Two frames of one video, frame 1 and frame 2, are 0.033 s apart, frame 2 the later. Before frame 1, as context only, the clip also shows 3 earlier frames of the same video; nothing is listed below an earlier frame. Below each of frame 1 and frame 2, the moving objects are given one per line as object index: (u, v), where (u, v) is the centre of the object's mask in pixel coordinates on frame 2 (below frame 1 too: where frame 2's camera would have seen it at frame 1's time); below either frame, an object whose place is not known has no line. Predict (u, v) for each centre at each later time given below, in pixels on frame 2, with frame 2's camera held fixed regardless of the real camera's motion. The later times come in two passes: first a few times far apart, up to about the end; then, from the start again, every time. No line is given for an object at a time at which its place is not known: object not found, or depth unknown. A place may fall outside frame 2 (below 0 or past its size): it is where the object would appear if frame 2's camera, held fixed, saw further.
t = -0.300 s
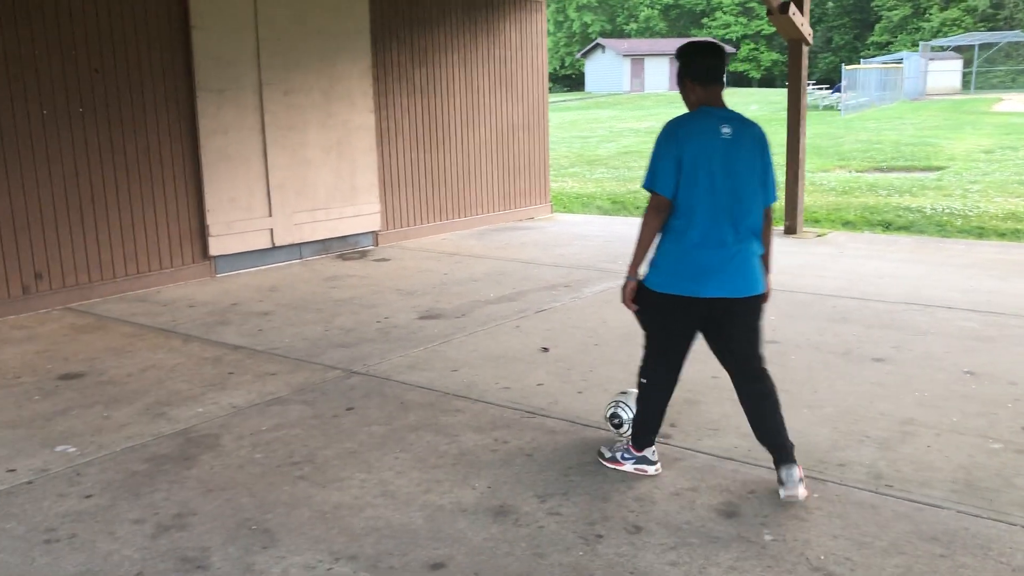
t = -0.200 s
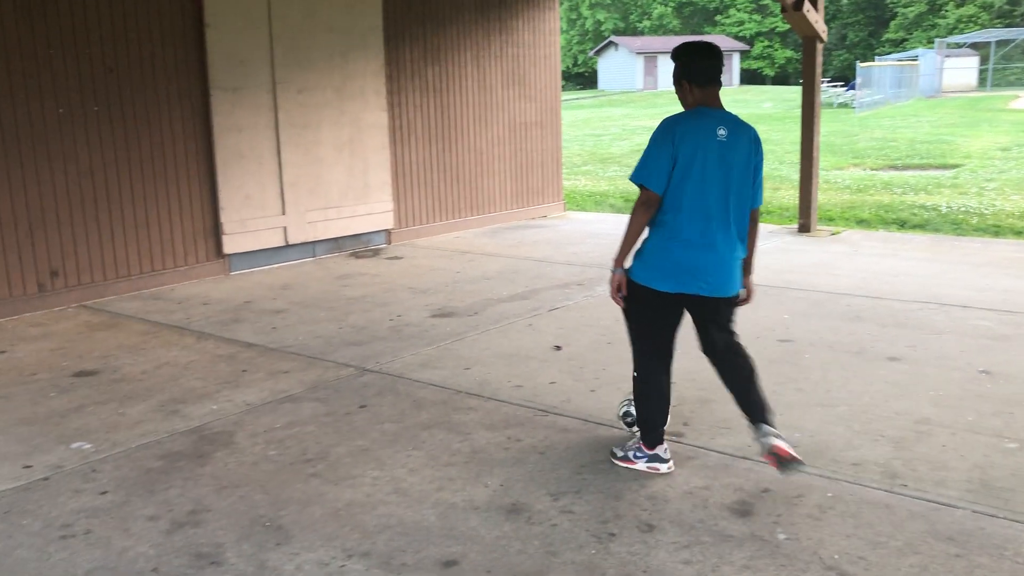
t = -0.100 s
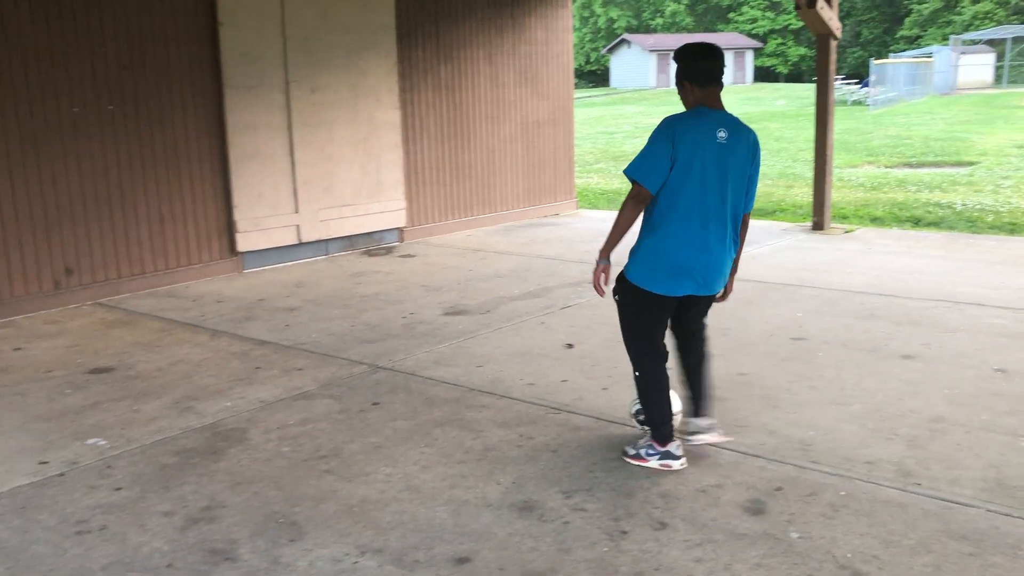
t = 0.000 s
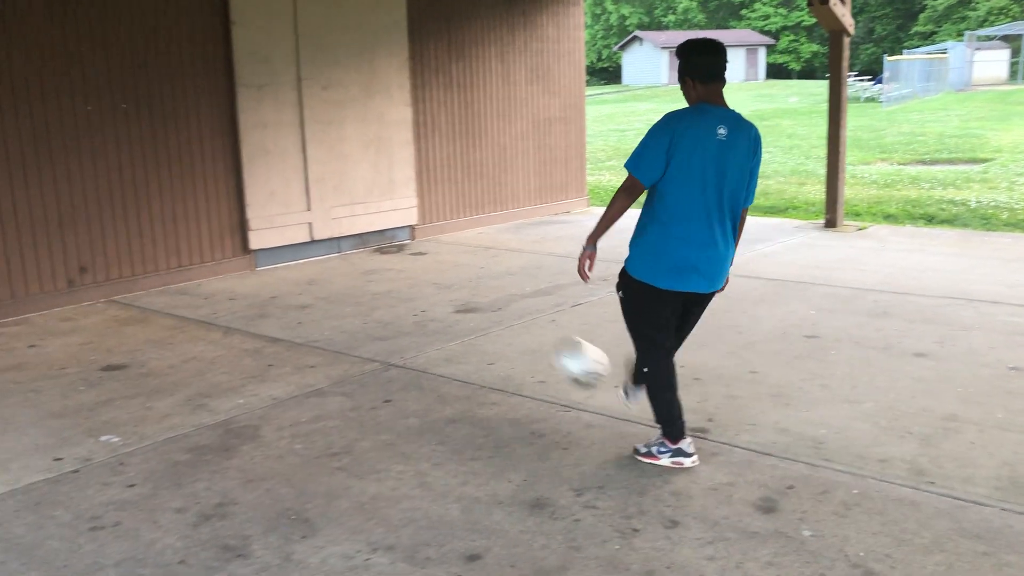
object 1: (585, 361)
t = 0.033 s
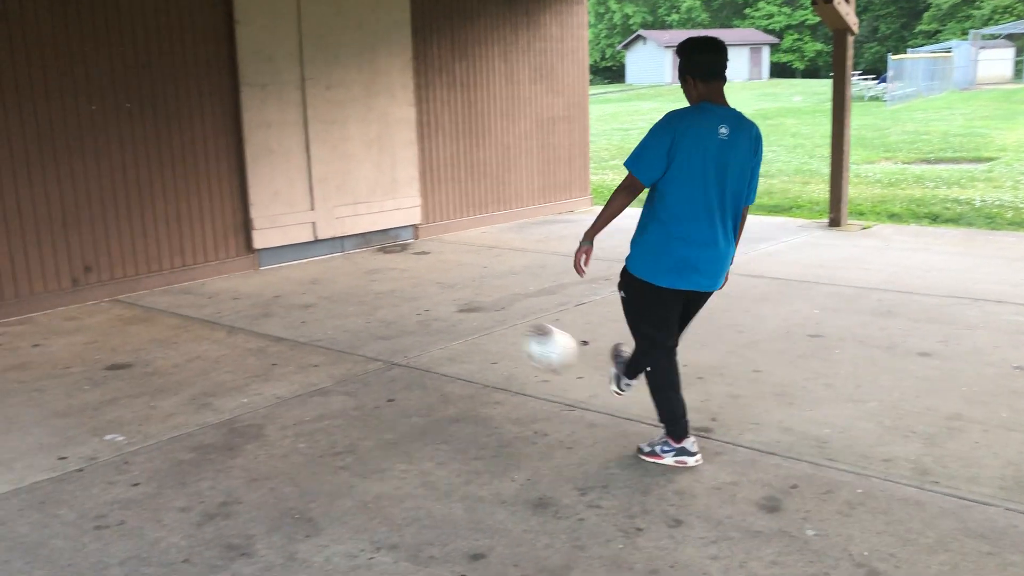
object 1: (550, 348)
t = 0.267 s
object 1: (374, 320)
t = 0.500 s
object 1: (269, 290)
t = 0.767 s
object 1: (193, 269)
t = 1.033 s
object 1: (278, 263)
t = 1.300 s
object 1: (345, 269)
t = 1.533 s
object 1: (391, 275)
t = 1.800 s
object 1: (437, 279)
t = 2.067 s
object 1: (486, 280)
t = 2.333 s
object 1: (535, 282)
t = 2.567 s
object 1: (579, 281)
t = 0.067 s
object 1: (521, 337)
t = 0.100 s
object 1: (491, 330)
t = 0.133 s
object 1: (463, 324)
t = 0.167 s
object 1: (440, 322)
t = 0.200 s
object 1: (415, 320)
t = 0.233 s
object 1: (395, 321)
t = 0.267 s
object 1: (374, 320)
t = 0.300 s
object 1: (355, 311)
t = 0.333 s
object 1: (339, 303)
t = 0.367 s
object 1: (322, 296)
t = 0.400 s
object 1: (307, 292)
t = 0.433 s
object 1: (294, 290)
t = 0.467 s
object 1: (281, 289)
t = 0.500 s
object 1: (269, 290)
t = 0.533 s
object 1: (257, 290)
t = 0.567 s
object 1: (245, 283)
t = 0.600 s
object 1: (235, 278)
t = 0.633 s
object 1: (225, 275)
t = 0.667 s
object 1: (216, 273)
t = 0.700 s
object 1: (206, 272)
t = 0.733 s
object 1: (198, 272)
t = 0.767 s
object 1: (193, 269)
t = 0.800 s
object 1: (202, 264)
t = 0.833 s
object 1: (213, 259)
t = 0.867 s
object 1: (223, 257)
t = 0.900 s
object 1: (234, 256)
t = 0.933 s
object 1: (245, 257)
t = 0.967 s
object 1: (255, 258)
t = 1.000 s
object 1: (266, 259)
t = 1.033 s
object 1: (278, 263)
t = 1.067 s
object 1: (290, 268)
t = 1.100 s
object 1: (301, 275)
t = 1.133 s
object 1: (308, 274)
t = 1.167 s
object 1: (315, 270)
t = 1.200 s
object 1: (322, 268)
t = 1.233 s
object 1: (330, 266)
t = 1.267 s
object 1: (338, 267)
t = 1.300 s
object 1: (345, 269)
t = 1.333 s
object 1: (352, 272)
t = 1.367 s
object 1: (359, 276)
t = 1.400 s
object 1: (366, 278)
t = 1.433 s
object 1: (372, 275)
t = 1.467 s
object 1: (378, 274)
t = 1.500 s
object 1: (385, 274)
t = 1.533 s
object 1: (391, 275)
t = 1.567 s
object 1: (396, 278)
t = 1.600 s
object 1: (402, 277)
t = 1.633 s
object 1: (407, 277)
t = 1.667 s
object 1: (414, 277)
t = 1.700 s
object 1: (419, 278)
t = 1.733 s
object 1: (426, 279)
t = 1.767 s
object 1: (432, 279)
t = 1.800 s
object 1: (437, 279)
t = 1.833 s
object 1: (443, 280)
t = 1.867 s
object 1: (449, 280)
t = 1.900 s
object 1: (456, 279)
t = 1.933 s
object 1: (463, 279)
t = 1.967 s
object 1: (469, 279)
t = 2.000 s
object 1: (474, 280)
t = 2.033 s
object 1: (480, 280)
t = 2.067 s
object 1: (486, 280)
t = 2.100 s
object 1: (492, 280)
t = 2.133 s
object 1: (498, 280)
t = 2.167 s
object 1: (504, 280)
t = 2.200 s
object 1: (511, 281)
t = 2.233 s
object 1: (517, 281)
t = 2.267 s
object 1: (523, 281)
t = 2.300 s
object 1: (529, 282)
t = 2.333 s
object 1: (535, 282)
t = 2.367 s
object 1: (542, 281)
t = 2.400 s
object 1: (548, 281)
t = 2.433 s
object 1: (554, 281)
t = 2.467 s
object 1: (560, 282)
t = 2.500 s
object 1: (566, 281)
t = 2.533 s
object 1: (572, 281)
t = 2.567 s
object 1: (579, 281)
